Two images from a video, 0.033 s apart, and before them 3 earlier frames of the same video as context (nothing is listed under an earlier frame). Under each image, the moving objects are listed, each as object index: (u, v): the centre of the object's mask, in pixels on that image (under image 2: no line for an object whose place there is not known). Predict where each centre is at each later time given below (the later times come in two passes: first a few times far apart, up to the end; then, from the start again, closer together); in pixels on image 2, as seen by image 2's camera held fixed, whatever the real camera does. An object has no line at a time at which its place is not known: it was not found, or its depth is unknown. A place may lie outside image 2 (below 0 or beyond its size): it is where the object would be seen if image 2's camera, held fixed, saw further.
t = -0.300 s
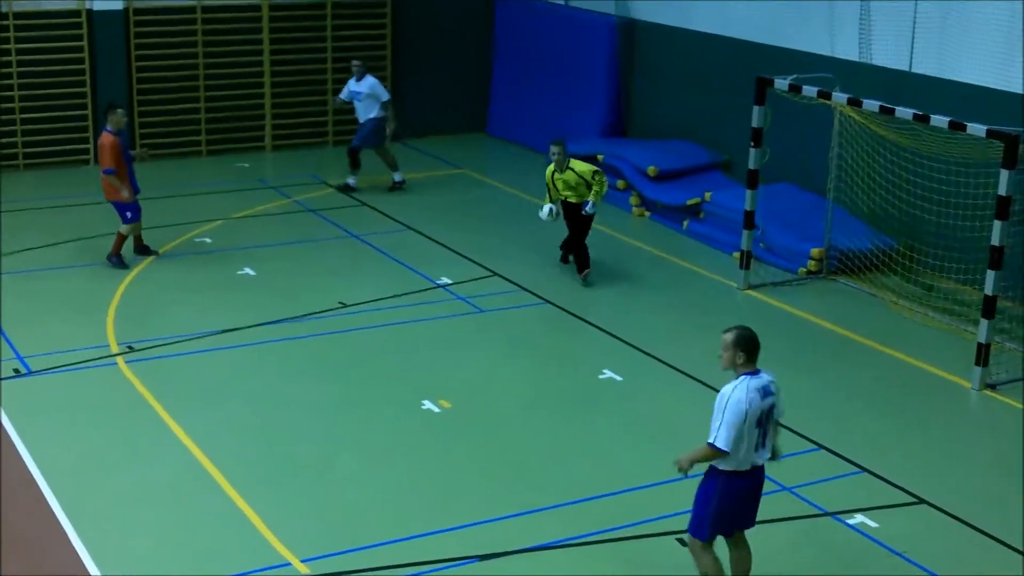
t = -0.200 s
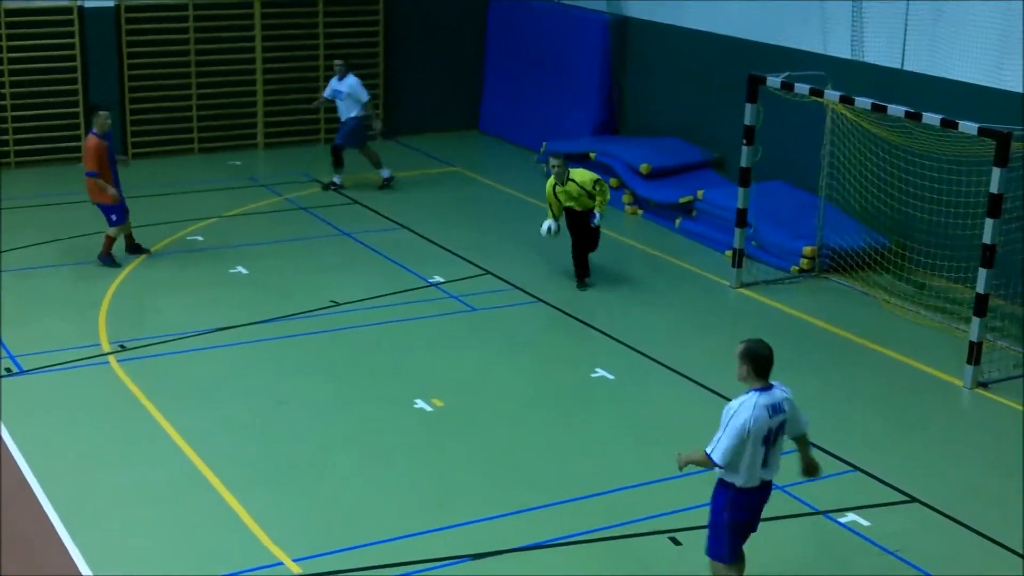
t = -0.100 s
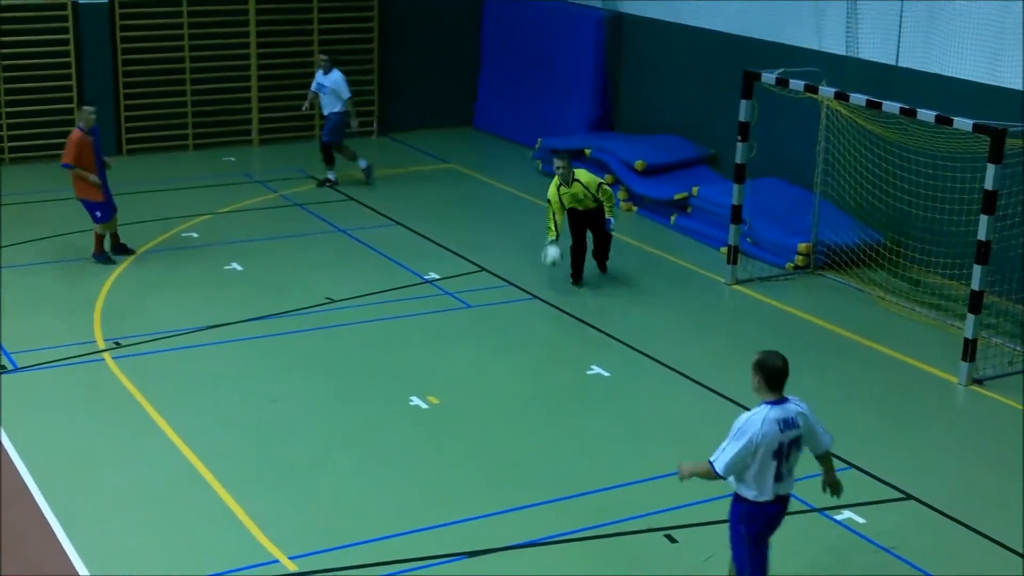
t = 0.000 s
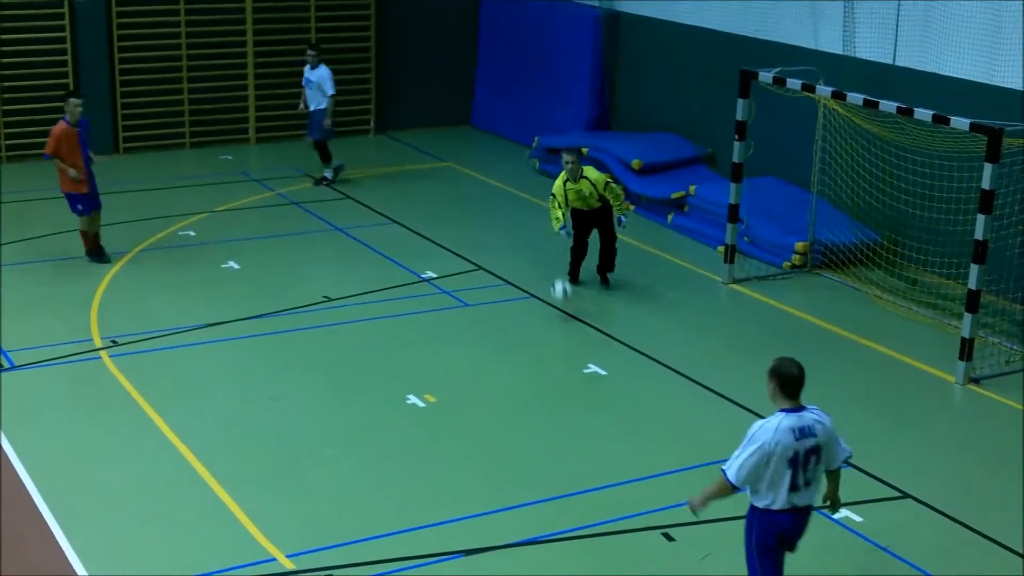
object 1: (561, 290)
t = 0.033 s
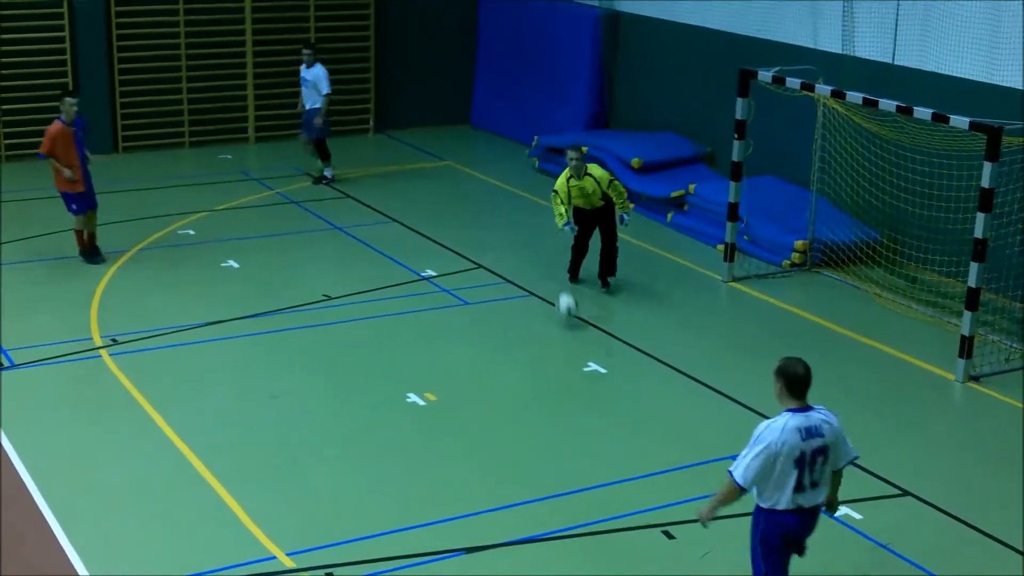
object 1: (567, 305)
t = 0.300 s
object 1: (605, 390)
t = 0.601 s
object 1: (657, 495)
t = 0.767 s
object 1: (693, 563)
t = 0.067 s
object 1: (571, 323)
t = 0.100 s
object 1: (576, 334)
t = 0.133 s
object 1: (580, 340)
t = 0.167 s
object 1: (584, 344)
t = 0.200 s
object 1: (590, 354)
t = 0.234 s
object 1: (594, 364)
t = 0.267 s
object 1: (600, 377)
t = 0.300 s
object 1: (605, 390)
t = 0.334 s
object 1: (611, 406)
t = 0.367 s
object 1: (616, 416)
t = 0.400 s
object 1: (621, 424)
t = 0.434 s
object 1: (627, 434)
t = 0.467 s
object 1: (632, 446)
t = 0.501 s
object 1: (638, 458)
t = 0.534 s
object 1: (644, 469)
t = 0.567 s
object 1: (651, 483)
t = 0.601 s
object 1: (657, 495)
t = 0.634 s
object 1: (664, 507)
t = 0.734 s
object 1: (685, 548)
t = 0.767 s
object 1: (693, 563)
